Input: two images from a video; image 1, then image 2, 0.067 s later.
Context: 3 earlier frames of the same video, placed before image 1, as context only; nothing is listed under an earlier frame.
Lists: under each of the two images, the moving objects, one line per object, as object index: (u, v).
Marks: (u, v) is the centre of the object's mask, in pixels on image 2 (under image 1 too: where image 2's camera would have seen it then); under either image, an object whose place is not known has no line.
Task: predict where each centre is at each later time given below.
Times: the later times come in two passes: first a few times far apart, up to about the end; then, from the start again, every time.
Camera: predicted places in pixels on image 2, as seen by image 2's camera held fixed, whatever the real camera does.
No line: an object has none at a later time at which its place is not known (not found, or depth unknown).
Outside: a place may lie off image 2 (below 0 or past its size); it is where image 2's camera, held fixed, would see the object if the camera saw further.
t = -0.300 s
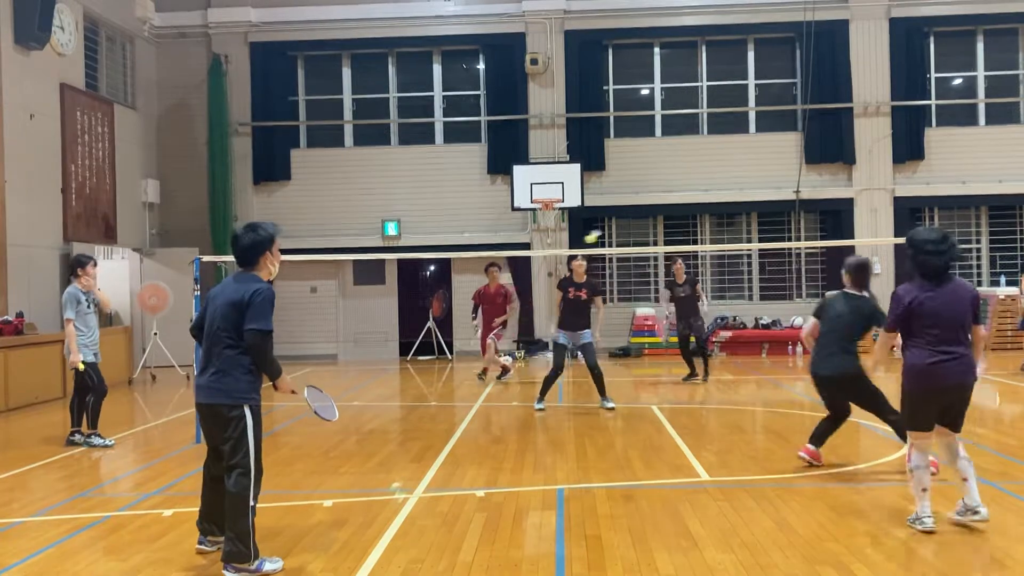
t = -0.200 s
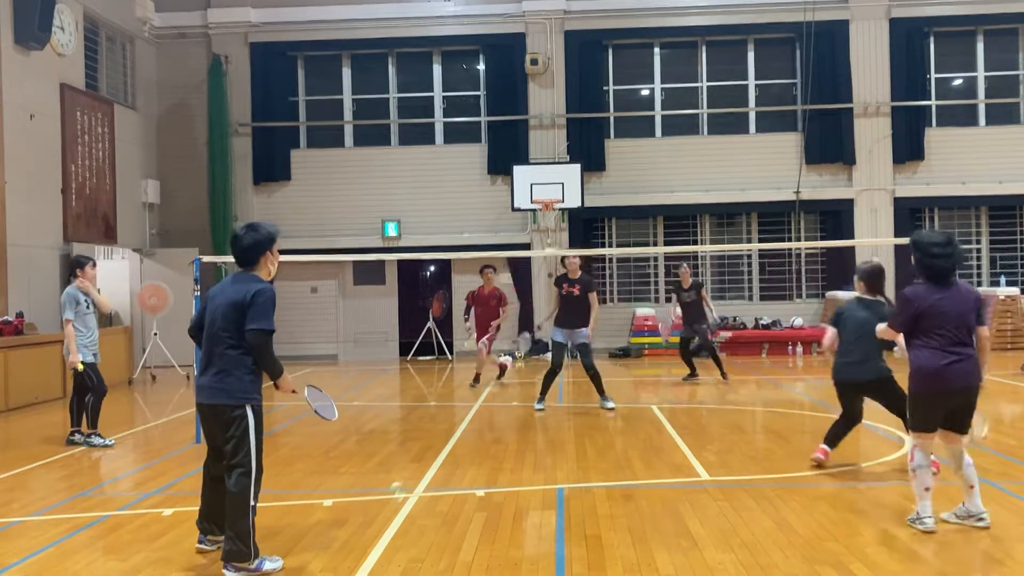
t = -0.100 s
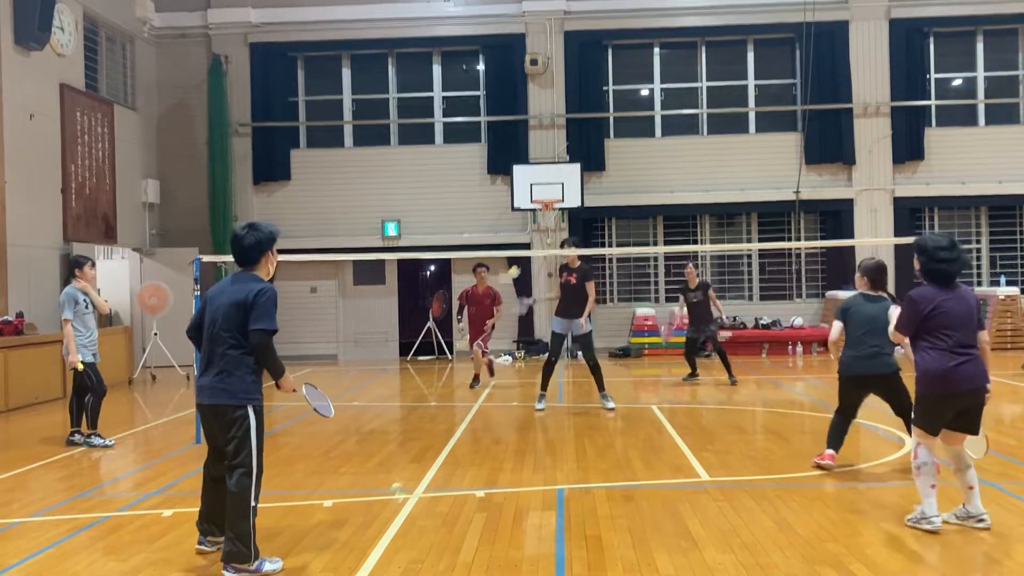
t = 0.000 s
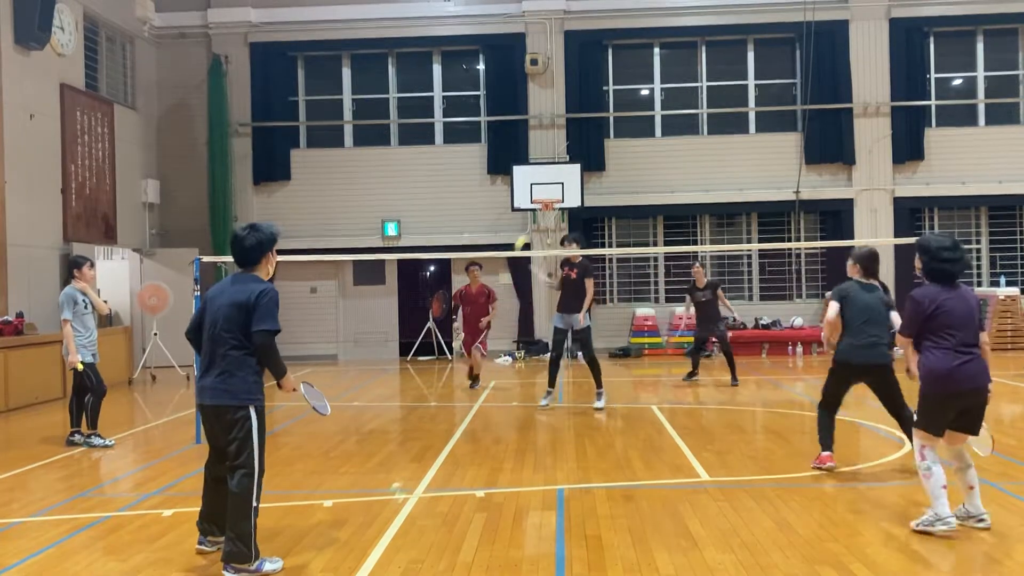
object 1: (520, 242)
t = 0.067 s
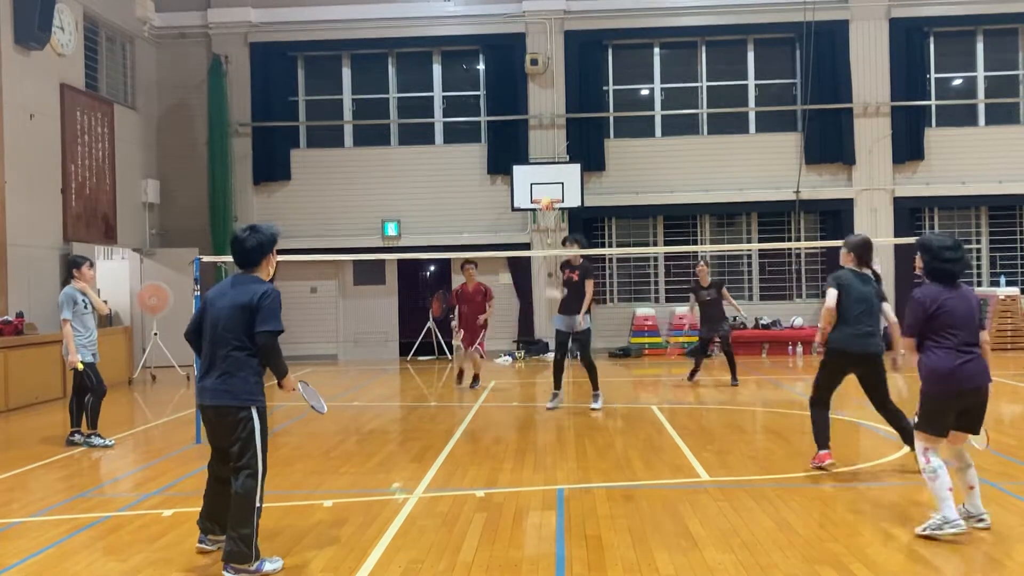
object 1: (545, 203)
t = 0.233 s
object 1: (607, 118)
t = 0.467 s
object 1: (697, 67)
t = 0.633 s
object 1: (757, 91)
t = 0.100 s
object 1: (558, 182)
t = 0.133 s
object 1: (573, 160)
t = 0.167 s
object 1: (582, 148)
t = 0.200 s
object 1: (595, 132)
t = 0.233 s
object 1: (607, 118)
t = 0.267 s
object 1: (620, 106)
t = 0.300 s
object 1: (633, 95)
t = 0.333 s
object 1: (645, 86)
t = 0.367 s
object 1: (661, 79)
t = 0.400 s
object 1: (673, 72)
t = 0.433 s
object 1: (685, 69)
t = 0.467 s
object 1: (697, 67)
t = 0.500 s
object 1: (709, 67)
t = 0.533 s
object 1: (720, 70)
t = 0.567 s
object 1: (732, 74)
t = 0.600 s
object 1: (744, 81)
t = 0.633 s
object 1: (757, 91)
